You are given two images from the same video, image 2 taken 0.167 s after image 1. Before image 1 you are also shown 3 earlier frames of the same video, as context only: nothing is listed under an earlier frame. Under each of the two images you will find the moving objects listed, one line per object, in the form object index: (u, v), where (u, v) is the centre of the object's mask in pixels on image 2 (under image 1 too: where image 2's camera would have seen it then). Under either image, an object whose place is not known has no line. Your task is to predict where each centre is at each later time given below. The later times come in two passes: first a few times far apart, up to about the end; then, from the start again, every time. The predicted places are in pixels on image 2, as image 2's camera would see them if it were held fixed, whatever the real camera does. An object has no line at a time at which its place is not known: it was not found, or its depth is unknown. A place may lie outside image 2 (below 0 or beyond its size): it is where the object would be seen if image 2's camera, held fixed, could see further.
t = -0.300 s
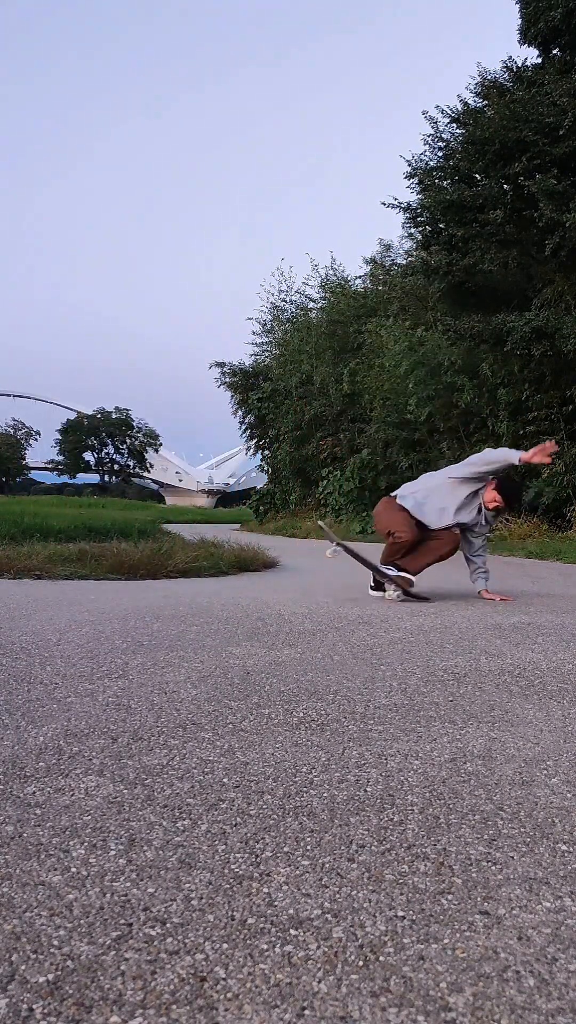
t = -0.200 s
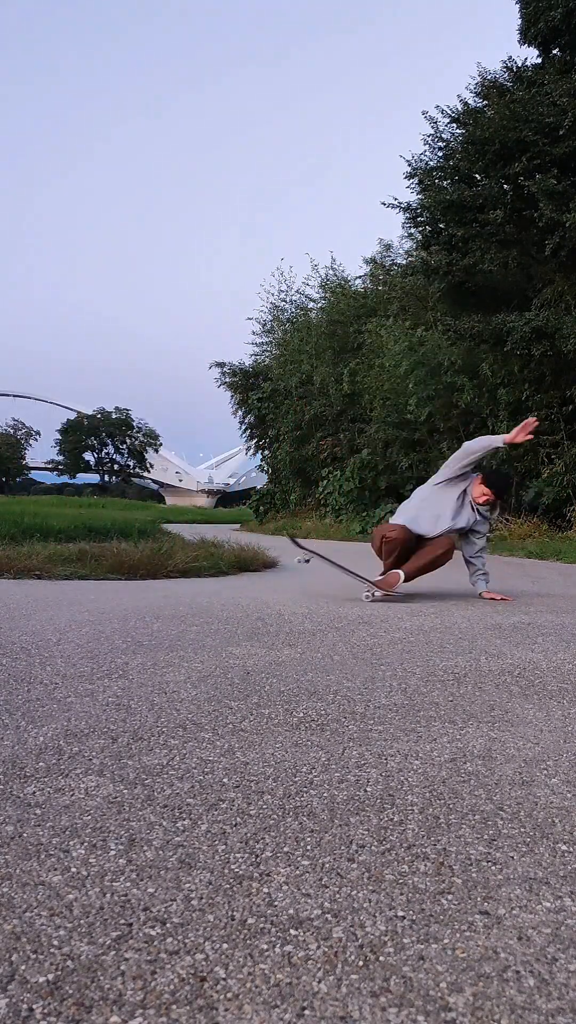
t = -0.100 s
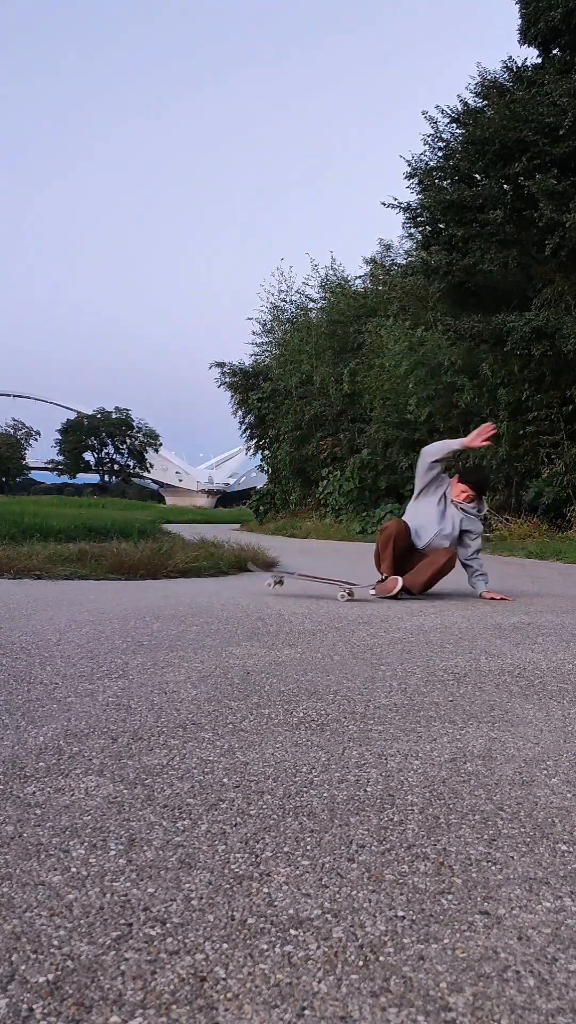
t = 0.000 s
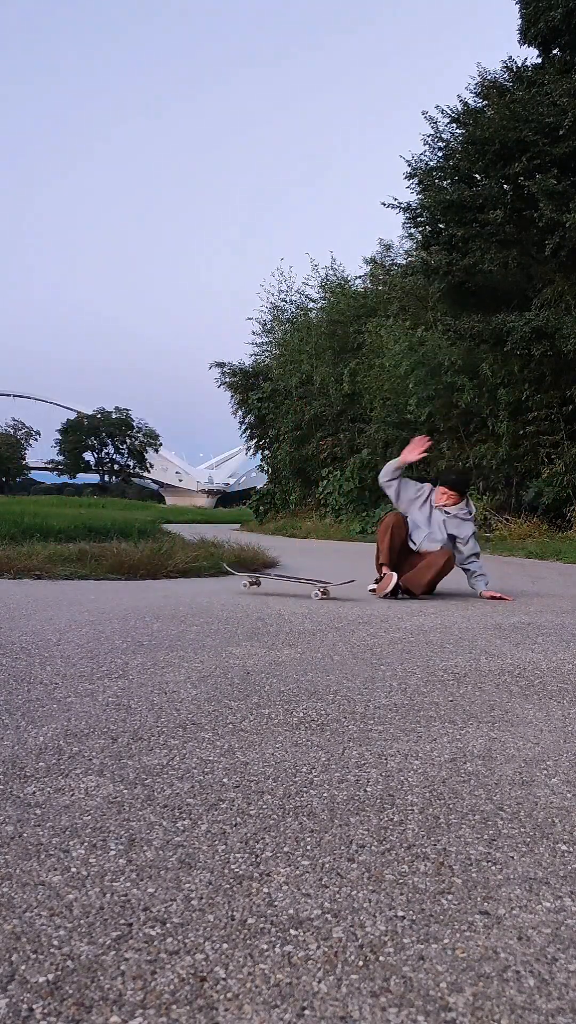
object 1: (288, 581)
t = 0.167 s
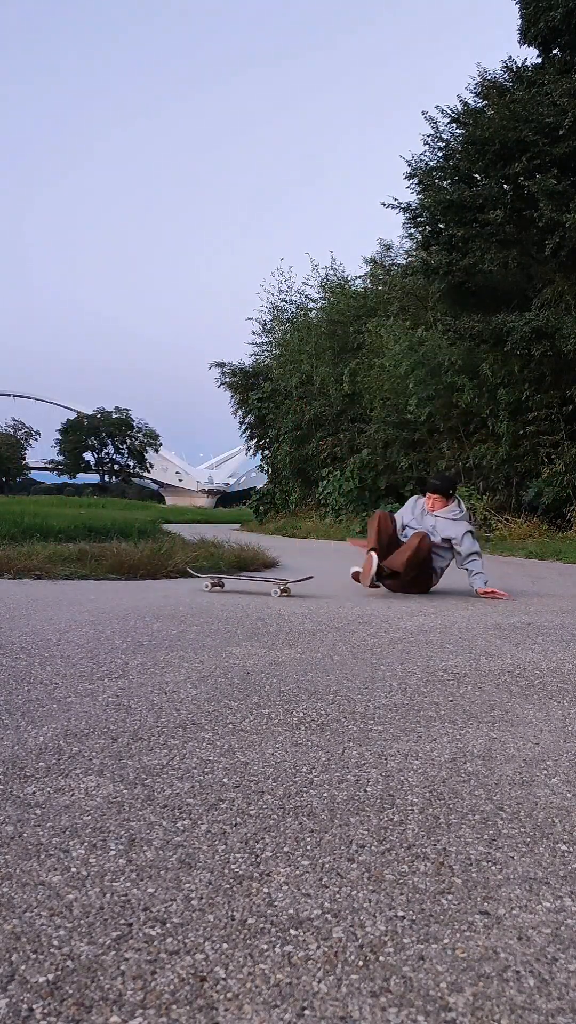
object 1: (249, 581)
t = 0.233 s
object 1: (235, 581)
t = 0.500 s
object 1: (174, 577)
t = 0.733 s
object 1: (131, 573)
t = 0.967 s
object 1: (99, 571)
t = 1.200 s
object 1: (82, 569)
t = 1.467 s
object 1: (70, 569)
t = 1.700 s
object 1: (66, 569)
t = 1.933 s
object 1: (68, 569)
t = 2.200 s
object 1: (68, 569)
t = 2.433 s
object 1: (68, 569)
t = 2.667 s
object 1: (69, 569)
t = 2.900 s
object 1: (71, 569)
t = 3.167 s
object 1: (71, 569)
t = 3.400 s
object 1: (70, 569)
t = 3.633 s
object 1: (70, 569)
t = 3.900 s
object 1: (69, 569)
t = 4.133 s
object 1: (69, 569)
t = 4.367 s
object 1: (68, 569)
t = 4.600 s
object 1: (69, 569)
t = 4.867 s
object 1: (69, 569)
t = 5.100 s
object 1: (68, 569)
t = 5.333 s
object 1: (68, 569)
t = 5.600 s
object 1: (67, 569)
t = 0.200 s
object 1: (243, 581)
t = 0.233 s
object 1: (235, 581)
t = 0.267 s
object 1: (227, 580)
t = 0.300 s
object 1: (219, 579)
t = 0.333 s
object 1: (212, 579)
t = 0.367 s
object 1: (205, 579)
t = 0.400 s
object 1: (197, 578)
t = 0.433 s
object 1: (189, 578)
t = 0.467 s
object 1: (183, 578)
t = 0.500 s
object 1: (174, 577)
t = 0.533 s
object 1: (168, 577)
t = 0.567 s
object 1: (161, 576)
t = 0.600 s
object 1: (155, 574)
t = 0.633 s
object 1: (148, 574)
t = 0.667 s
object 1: (143, 573)
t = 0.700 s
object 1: (136, 573)
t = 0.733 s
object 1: (131, 573)
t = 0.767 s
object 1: (126, 573)
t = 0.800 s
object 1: (121, 573)
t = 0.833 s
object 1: (117, 573)
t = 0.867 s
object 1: (112, 572)
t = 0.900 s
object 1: (107, 572)
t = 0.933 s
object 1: (102, 572)
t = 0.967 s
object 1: (99, 571)
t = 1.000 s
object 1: (95, 571)
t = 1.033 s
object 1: (93, 570)
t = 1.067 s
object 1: (93, 570)
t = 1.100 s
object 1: (90, 570)
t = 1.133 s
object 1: (88, 570)
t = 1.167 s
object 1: (86, 569)
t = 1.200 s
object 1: (82, 569)
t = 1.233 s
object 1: (80, 569)
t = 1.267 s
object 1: (80, 569)
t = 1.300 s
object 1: (78, 569)
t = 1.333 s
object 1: (76, 569)
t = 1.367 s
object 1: (75, 569)
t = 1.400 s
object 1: (73, 569)
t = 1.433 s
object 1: (71, 569)
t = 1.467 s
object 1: (70, 569)
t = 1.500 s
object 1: (68, 569)
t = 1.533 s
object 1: (67, 569)
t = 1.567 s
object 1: (66, 569)
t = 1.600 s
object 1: (66, 569)
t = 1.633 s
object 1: (64, 569)
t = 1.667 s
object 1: (65, 569)
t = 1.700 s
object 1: (66, 569)
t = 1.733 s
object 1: (65, 569)
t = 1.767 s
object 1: (65, 569)
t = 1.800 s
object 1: (65, 569)
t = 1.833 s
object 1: (65, 569)
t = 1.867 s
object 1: (67, 569)
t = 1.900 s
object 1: (68, 569)
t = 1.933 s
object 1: (68, 569)
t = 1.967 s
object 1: (68, 569)
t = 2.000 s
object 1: (68, 569)
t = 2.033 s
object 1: (69, 569)
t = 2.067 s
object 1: (69, 569)
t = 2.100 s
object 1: (69, 569)
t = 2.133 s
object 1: (70, 569)
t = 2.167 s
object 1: (70, 569)
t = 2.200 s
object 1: (68, 569)
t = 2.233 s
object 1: (68, 569)
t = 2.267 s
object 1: (70, 569)
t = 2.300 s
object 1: (68, 569)
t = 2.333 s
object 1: (70, 569)
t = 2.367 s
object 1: (70, 569)
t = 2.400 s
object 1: (70, 569)
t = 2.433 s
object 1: (68, 569)
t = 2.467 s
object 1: (70, 569)
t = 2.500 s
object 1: (70, 569)
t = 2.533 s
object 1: (71, 569)
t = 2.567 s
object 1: (71, 569)
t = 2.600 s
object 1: (71, 569)
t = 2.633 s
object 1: (68, 569)
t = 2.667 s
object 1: (69, 569)
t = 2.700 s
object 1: (71, 569)
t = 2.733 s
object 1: (71, 569)
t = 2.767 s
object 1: (71, 569)
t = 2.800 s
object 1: (71, 569)
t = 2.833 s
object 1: (71, 569)
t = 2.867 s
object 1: (71, 569)
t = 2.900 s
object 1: (71, 569)
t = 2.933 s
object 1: (71, 569)
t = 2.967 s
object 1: (71, 569)
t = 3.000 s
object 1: (71, 569)
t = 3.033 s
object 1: (71, 569)
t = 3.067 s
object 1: (71, 569)
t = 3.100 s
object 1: (71, 569)
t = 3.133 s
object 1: (71, 569)
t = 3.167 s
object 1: (71, 569)
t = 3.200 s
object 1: (71, 569)
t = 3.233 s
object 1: (71, 569)
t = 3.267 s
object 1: (71, 569)
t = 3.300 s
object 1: (71, 569)
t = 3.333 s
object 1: (70, 569)
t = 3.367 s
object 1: (70, 569)
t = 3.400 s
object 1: (70, 569)
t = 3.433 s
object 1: (70, 569)
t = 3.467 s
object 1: (71, 569)
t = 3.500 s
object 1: (71, 569)
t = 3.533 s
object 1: (71, 569)
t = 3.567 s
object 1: (71, 569)
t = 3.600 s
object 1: (70, 569)
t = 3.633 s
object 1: (70, 569)
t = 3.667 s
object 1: (70, 569)
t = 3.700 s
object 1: (70, 569)
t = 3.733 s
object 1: (70, 569)
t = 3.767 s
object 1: (70, 569)
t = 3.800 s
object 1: (70, 569)
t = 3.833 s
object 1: (70, 569)
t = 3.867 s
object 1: (68, 569)
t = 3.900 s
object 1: (69, 569)
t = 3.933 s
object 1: (69, 569)
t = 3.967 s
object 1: (69, 569)
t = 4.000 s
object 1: (70, 569)
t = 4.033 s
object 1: (69, 569)
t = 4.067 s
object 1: (67, 569)
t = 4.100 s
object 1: (69, 569)
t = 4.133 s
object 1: (69, 569)
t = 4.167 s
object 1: (70, 569)
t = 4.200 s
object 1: (70, 569)
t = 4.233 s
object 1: (69, 569)
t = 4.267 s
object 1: (69, 569)
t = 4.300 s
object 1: (70, 569)
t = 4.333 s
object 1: (70, 569)
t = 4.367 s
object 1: (68, 569)
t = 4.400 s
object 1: (69, 569)
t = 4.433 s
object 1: (69, 569)
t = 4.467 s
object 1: (69, 569)
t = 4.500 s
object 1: (69, 569)
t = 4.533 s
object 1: (69, 569)
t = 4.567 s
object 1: (69, 569)
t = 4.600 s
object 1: (69, 569)
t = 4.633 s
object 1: (69, 569)
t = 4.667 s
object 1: (69, 569)
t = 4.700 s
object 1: (69, 569)
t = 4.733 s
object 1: (69, 569)
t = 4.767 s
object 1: (69, 569)
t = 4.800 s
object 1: (69, 569)
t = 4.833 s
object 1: (69, 569)
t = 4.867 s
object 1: (69, 569)
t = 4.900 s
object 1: (69, 569)
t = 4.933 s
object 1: (69, 569)
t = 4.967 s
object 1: (69, 569)
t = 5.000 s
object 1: (68, 569)
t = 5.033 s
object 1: (69, 569)
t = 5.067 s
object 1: (68, 569)
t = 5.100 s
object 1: (68, 569)
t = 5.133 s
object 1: (68, 569)
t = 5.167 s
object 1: (68, 569)
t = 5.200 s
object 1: (68, 569)
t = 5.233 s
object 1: (69, 569)
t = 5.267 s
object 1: (69, 569)
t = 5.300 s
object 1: (69, 569)
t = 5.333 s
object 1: (68, 569)
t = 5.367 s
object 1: (69, 569)
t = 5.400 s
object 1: (68, 569)
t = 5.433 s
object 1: (68, 569)
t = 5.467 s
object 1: (68, 569)
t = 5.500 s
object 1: (68, 569)
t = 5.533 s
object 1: (68, 569)
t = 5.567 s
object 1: (69, 569)
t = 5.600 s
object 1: (67, 569)
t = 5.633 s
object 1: (68, 569)
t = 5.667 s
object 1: (66, 569)
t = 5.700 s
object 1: (68, 569)
